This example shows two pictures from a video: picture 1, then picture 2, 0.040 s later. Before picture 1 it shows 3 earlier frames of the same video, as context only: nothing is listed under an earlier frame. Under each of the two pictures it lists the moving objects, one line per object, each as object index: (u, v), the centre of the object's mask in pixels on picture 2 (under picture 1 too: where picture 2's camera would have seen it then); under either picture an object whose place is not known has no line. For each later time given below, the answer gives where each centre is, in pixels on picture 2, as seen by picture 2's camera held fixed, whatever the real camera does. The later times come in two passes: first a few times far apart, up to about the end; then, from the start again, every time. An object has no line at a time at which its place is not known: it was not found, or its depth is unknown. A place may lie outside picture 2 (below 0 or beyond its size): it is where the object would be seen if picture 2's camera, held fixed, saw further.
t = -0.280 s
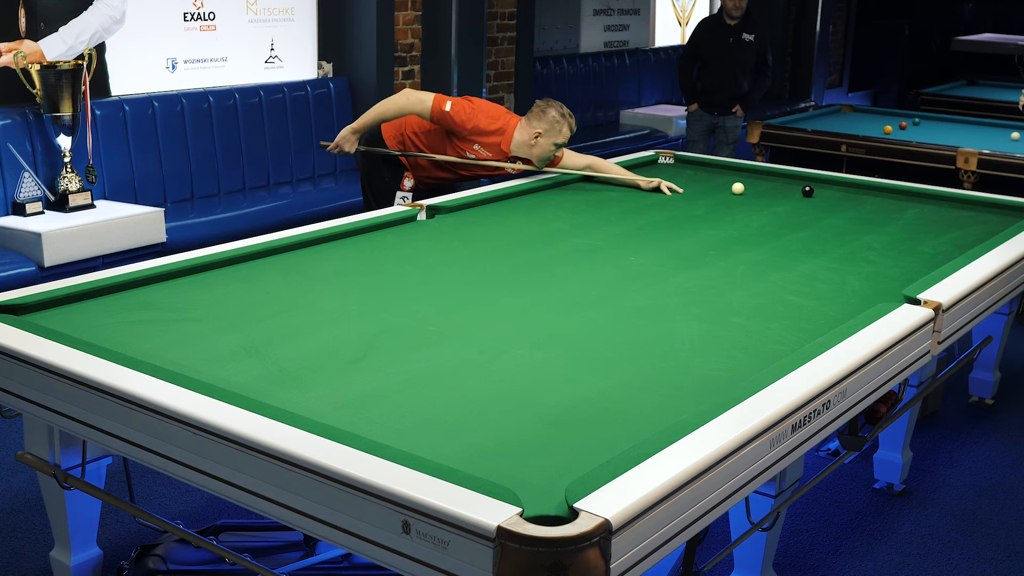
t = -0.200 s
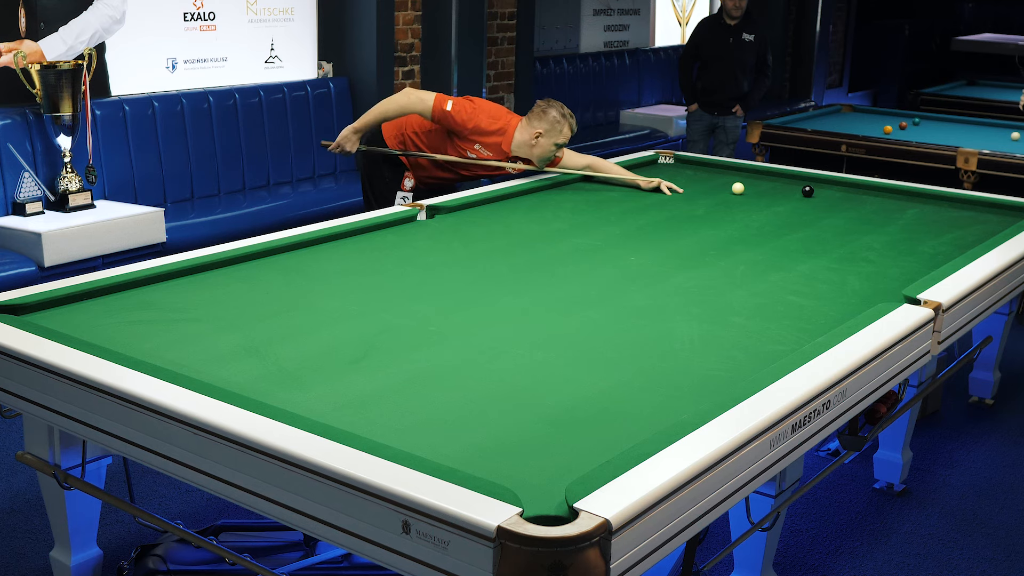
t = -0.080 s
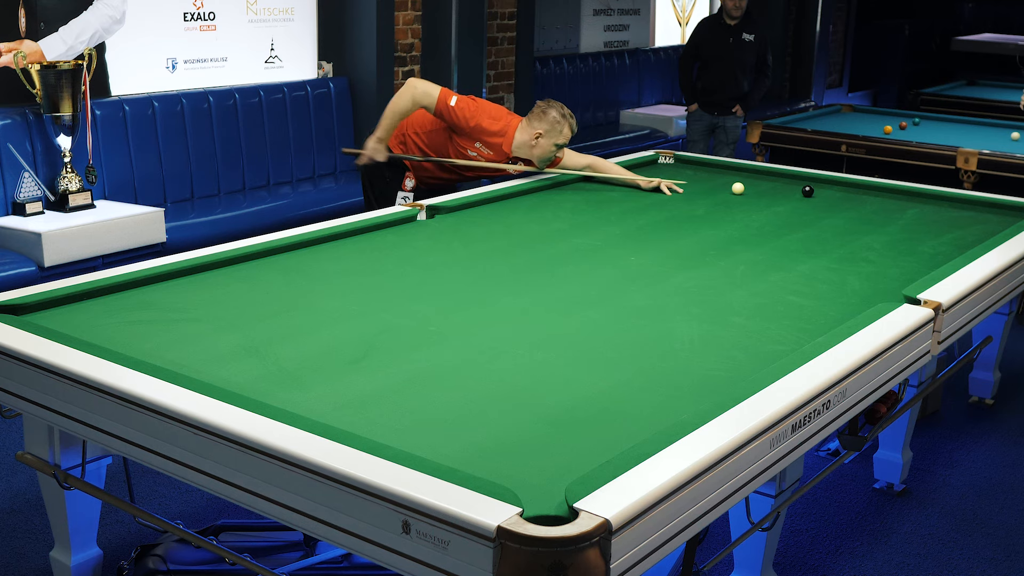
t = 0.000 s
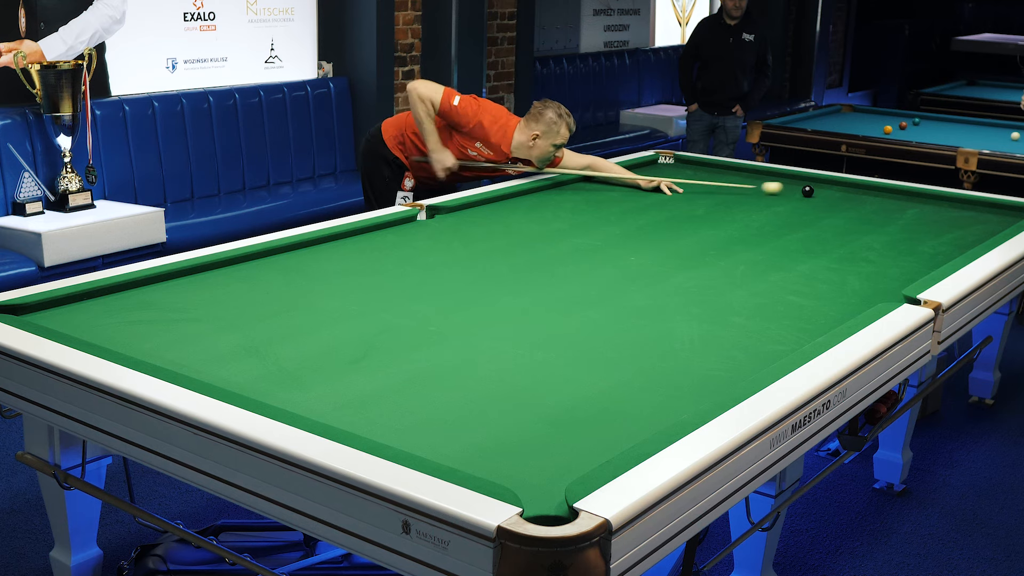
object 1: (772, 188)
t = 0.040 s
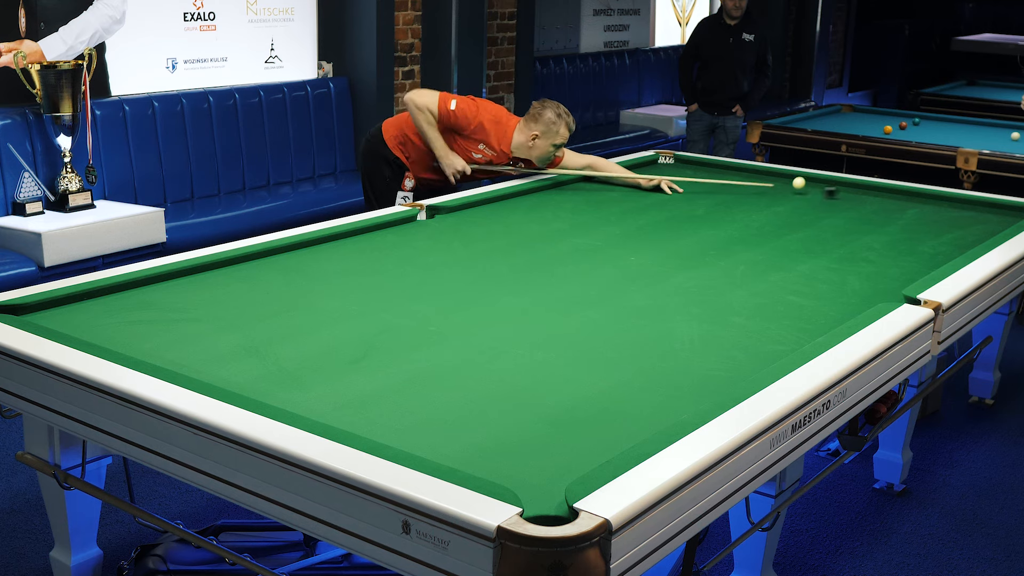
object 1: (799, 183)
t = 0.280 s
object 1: (805, 182)
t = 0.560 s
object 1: (781, 195)
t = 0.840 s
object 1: (795, 209)
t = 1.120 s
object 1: (820, 226)
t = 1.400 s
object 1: (848, 243)
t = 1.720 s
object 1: (883, 266)
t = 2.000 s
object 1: (897, 283)
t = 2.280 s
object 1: (848, 286)
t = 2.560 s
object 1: (799, 289)
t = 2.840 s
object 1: (752, 292)
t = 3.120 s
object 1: (706, 295)
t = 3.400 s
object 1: (661, 297)
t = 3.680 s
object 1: (618, 300)
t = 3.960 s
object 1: (575, 303)
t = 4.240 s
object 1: (535, 305)
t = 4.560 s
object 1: (490, 308)
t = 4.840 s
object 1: (453, 311)
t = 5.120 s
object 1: (418, 313)
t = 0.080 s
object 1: (804, 177)
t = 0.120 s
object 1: (809, 174)
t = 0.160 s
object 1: (813, 175)
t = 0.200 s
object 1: (817, 179)
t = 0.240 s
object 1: (811, 179)
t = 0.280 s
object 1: (805, 182)
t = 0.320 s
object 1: (800, 183)
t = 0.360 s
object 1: (795, 185)
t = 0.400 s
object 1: (791, 187)
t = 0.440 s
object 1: (788, 189)
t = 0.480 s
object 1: (785, 191)
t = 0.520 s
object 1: (782, 193)
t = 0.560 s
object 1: (781, 195)
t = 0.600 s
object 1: (781, 197)
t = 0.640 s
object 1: (781, 199)
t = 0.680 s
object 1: (783, 201)
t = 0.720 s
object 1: (785, 203)
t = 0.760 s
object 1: (788, 205)
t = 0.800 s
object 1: (791, 207)
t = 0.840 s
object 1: (795, 209)
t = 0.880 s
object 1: (798, 212)
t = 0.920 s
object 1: (802, 214)
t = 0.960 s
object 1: (805, 216)
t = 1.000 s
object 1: (809, 218)
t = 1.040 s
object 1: (813, 221)
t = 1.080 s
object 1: (816, 223)
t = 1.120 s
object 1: (820, 226)
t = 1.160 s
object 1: (824, 228)
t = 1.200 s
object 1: (827, 230)
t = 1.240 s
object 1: (831, 233)
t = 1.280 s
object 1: (835, 236)
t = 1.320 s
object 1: (839, 238)
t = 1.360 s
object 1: (844, 241)
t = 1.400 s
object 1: (848, 243)
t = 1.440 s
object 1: (852, 246)
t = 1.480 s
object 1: (856, 249)
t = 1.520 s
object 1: (861, 252)
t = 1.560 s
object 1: (865, 254)
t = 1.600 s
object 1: (870, 257)
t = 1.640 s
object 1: (874, 260)
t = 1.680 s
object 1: (879, 263)
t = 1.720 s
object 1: (883, 266)
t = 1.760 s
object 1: (888, 269)
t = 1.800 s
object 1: (893, 272)
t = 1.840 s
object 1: (898, 275)
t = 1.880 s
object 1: (903, 278)
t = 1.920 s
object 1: (907, 280)
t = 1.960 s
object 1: (905, 282)
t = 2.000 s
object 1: (897, 283)
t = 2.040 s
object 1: (890, 283)
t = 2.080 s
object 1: (883, 284)
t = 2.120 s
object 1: (876, 284)
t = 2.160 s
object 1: (869, 285)
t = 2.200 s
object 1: (861, 285)
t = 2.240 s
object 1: (855, 285)
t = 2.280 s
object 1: (848, 286)
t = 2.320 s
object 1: (841, 286)
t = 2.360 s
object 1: (834, 287)
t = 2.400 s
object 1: (827, 287)
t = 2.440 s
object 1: (820, 288)
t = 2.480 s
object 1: (813, 288)
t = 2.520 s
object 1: (806, 288)
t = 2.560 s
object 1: (799, 289)
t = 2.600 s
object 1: (792, 289)
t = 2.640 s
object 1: (785, 290)
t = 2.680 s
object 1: (779, 290)
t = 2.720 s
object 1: (772, 290)
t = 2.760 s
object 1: (765, 291)
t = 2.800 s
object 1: (758, 291)
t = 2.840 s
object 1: (752, 292)
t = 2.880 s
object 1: (745, 292)
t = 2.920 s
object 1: (739, 293)
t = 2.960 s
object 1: (732, 293)
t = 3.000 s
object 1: (725, 294)
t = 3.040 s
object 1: (719, 294)
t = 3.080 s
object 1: (712, 294)
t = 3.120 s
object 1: (706, 295)
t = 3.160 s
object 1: (699, 295)
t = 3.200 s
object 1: (693, 295)
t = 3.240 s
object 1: (687, 296)
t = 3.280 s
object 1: (680, 296)
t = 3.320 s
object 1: (674, 297)
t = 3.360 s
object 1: (667, 297)
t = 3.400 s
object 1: (661, 297)
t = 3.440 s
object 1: (655, 298)
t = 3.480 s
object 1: (648, 298)
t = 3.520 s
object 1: (642, 299)
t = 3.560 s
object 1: (636, 299)
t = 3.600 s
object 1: (630, 299)
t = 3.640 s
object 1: (624, 300)
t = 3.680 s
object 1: (618, 300)
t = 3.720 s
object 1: (612, 300)
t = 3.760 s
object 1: (605, 301)
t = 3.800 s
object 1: (599, 301)
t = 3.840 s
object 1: (594, 301)
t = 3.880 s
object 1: (587, 302)
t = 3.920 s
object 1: (581, 302)
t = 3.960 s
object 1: (575, 303)
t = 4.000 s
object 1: (570, 303)
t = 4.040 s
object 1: (564, 303)
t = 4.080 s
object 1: (558, 304)
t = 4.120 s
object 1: (552, 304)
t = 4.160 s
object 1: (546, 305)
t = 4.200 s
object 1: (541, 305)
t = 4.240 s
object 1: (535, 305)
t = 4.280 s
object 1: (529, 306)
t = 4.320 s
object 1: (523, 306)
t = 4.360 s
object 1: (518, 307)
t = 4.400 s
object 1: (512, 307)
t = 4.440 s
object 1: (507, 307)
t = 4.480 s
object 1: (501, 308)
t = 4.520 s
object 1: (496, 308)
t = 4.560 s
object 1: (490, 308)
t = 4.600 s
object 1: (485, 309)
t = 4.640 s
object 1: (479, 309)
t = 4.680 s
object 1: (474, 309)
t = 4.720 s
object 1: (469, 310)
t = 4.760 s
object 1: (463, 310)
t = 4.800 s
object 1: (458, 310)
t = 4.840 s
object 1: (453, 311)
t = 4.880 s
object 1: (448, 311)
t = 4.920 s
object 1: (443, 311)
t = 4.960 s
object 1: (437, 312)
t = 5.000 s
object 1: (432, 312)
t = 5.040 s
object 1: (427, 312)
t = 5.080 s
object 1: (422, 313)
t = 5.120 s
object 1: (418, 313)
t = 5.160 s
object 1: (413, 313)
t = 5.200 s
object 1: (408, 314)
